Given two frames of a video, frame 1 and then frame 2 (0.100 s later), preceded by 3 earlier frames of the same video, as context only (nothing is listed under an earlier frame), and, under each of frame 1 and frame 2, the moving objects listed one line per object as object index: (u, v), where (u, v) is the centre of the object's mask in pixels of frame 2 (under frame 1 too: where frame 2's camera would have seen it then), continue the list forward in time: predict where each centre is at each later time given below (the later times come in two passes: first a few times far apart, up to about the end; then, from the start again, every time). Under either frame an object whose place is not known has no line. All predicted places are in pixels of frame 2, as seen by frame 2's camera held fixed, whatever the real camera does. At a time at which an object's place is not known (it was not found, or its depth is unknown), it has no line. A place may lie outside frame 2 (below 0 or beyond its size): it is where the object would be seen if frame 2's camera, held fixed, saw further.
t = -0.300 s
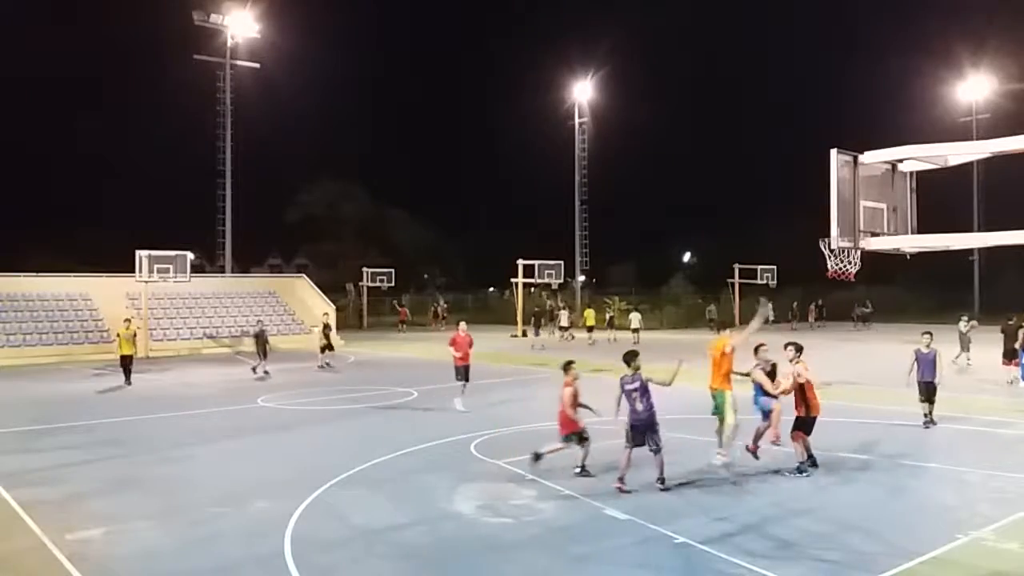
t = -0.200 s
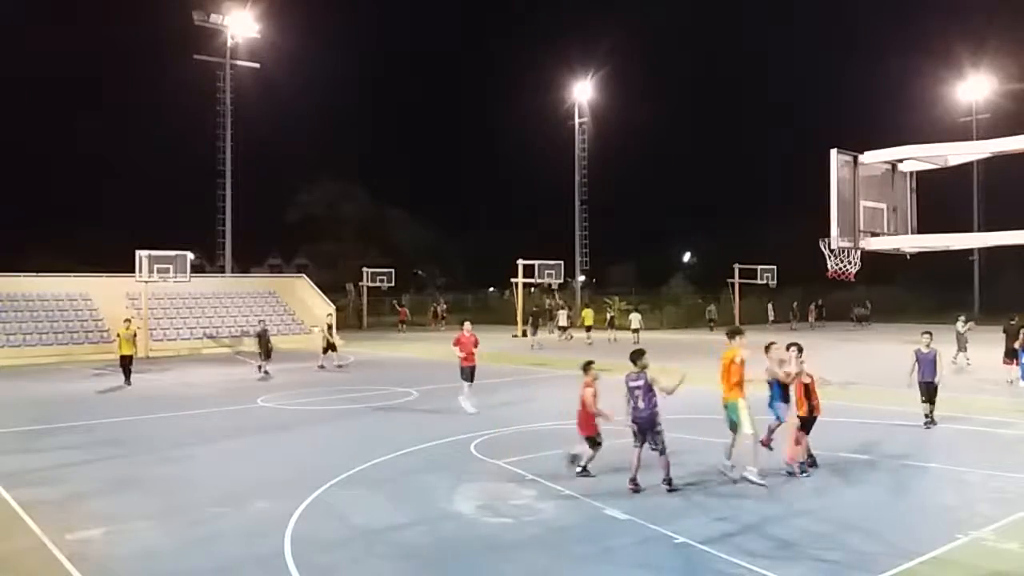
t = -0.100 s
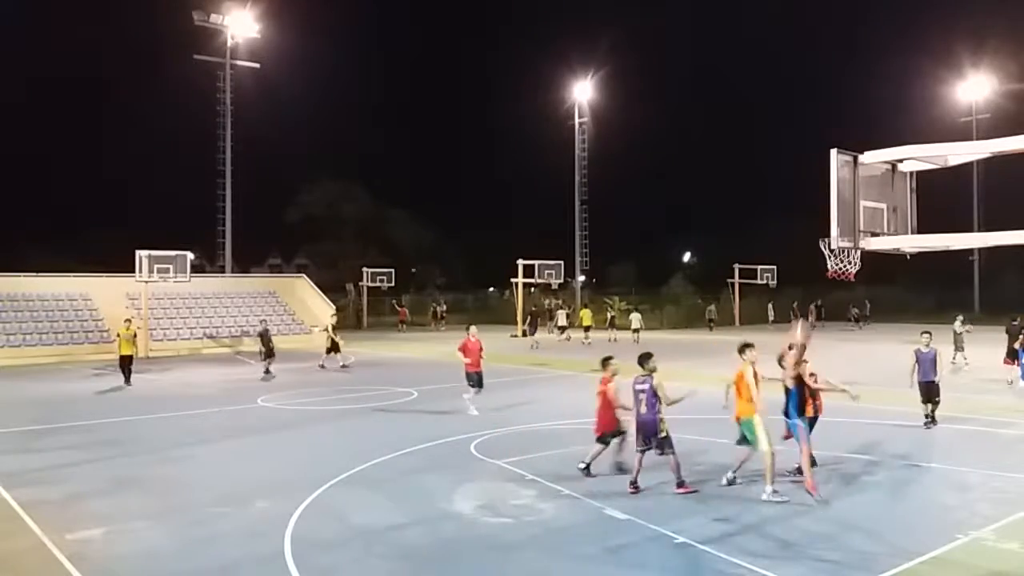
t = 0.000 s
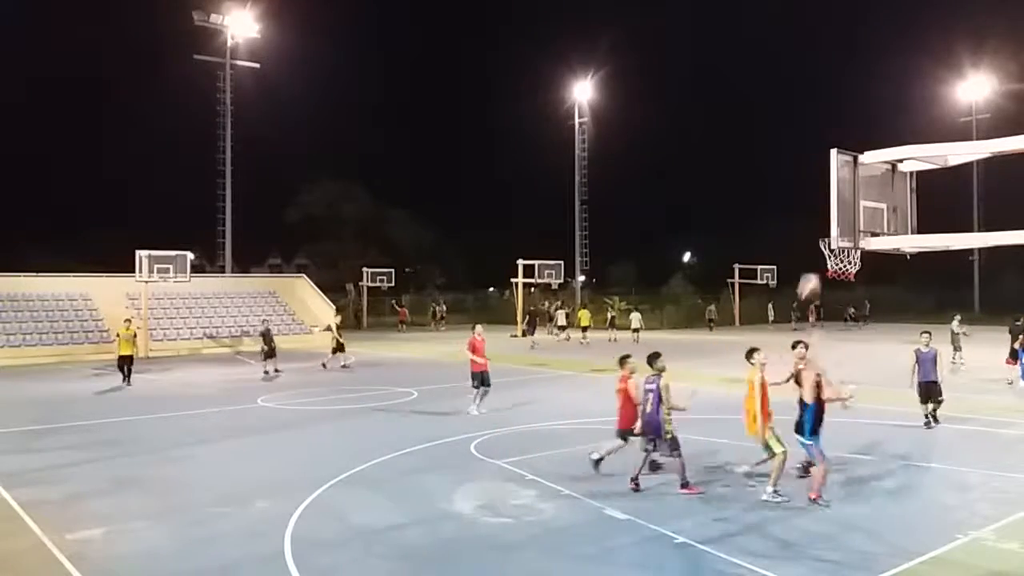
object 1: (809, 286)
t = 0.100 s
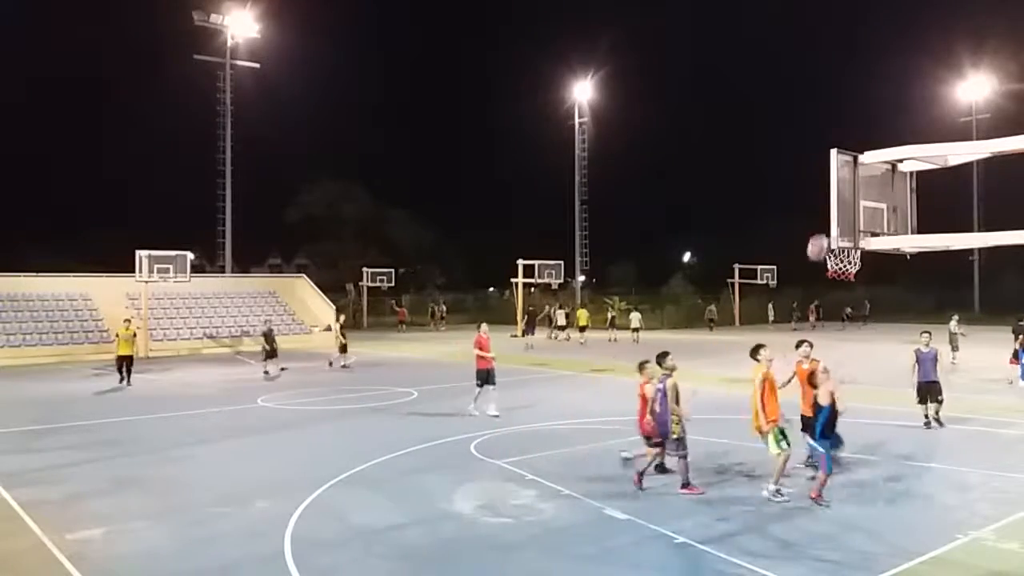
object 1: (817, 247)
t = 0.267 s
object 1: (823, 204)
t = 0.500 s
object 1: (813, 194)
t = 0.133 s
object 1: (820, 235)
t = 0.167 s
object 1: (822, 226)
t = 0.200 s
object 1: (824, 217)
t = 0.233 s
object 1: (823, 210)
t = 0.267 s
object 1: (823, 204)
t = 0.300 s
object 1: (822, 200)
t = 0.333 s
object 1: (821, 197)
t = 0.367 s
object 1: (820, 194)
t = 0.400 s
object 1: (819, 193)
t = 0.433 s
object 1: (817, 192)
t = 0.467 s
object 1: (816, 193)
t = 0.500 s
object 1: (813, 194)
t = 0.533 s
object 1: (812, 196)
